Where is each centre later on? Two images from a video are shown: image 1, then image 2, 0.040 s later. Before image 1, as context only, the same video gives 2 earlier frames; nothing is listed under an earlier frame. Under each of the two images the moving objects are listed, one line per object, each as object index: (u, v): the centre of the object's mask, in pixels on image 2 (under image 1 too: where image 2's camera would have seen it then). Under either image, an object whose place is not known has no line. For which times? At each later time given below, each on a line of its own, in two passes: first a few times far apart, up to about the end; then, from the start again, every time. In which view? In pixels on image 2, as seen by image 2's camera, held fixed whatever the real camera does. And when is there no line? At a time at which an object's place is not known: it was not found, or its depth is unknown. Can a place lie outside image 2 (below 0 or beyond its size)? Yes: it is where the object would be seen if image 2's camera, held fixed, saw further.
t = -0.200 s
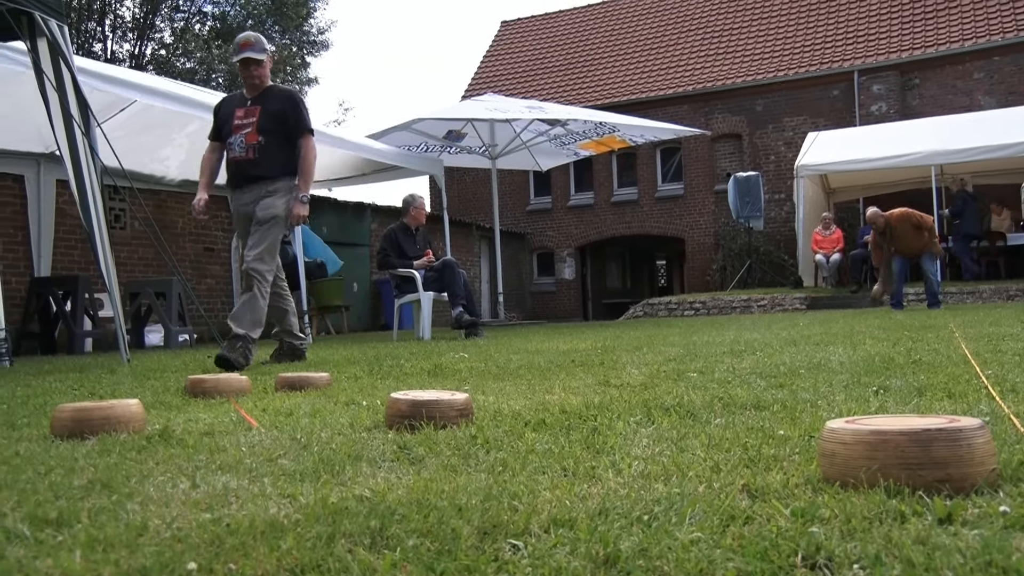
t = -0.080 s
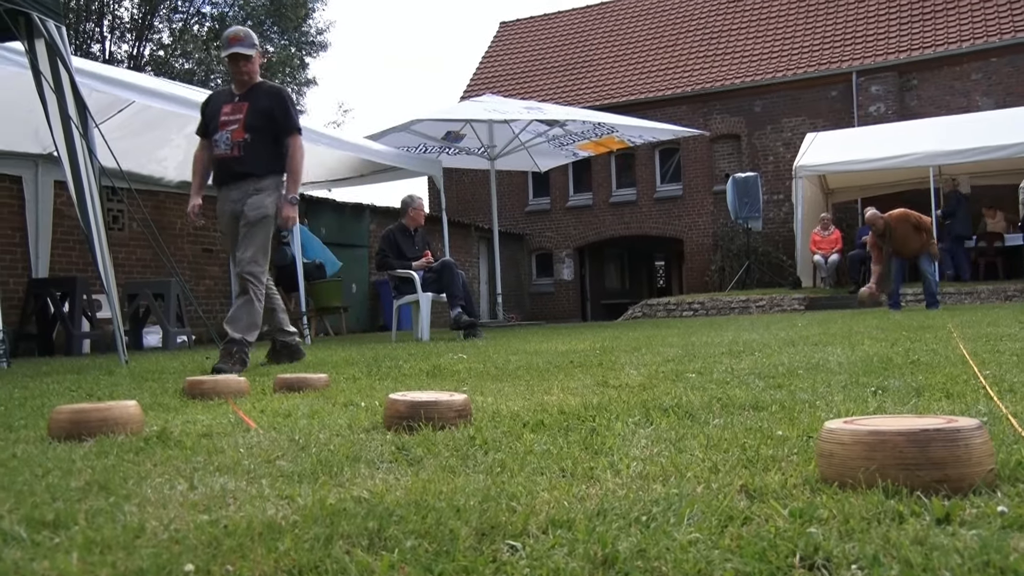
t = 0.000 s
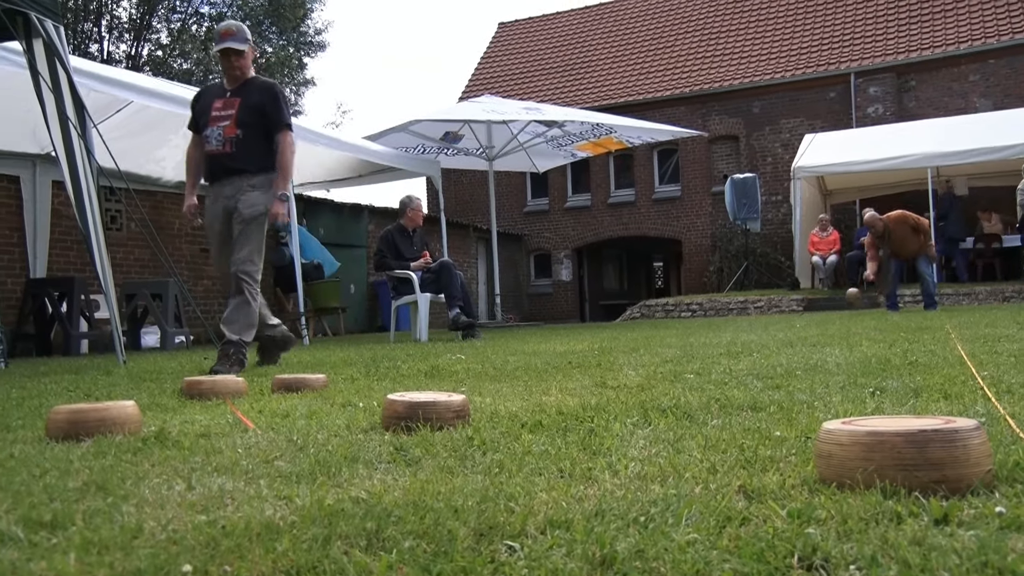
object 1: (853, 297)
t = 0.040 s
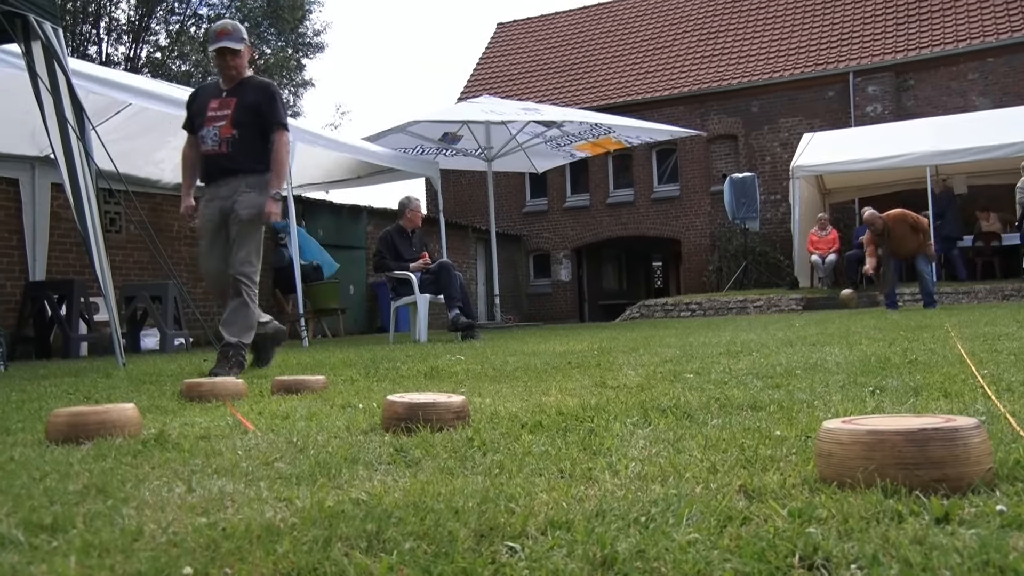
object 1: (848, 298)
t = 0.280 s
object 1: (828, 307)
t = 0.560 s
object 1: (810, 313)
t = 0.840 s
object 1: (785, 315)
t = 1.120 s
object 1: (760, 319)
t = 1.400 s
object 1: (729, 323)
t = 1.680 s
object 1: (696, 330)
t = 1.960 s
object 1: (660, 336)
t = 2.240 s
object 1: (620, 349)
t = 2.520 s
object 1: (577, 356)
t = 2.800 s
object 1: (538, 367)
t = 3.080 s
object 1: (496, 380)
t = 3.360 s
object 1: (511, 390)
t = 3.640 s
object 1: (554, 398)
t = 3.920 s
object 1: (617, 398)
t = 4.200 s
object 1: (675, 398)
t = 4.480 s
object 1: (704, 411)
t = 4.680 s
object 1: (703, 416)
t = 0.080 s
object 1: (843, 302)
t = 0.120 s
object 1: (838, 307)
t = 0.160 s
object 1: (835, 308)
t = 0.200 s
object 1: (833, 306)
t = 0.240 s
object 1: (830, 306)
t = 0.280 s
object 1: (828, 307)
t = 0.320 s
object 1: (825, 308)
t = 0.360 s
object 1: (822, 310)
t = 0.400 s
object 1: (820, 311)
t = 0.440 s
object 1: (818, 311)
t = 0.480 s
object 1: (814, 312)
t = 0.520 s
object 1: (813, 313)
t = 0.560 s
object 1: (810, 313)
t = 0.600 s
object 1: (805, 313)
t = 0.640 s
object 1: (803, 314)
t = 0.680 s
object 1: (801, 314)
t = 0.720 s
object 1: (796, 314)
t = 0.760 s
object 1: (792, 315)
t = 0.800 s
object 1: (789, 315)
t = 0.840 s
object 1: (785, 315)
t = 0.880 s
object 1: (781, 315)
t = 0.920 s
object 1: (779, 316)
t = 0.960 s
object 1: (775, 316)
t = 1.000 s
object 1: (771, 317)
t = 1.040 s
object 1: (768, 318)
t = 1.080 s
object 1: (763, 318)
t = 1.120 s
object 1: (760, 319)
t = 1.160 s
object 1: (756, 317)
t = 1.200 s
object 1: (752, 317)
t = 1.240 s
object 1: (748, 319)
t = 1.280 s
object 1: (744, 321)
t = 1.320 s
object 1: (738, 321)
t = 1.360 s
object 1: (734, 322)
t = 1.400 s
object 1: (729, 323)
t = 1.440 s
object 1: (724, 324)
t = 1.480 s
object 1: (719, 325)
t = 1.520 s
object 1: (715, 326)
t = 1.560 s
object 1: (709, 326)
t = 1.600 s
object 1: (705, 327)
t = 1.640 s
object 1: (701, 329)
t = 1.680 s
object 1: (696, 330)
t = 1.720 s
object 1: (691, 331)
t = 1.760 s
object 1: (686, 330)
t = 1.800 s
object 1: (681, 331)
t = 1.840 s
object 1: (676, 333)
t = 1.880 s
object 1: (672, 335)
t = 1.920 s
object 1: (666, 336)
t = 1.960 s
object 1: (660, 336)
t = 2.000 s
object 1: (656, 338)
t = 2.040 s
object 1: (650, 340)
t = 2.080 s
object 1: (645, 343)
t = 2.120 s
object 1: (639, 346)
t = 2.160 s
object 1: (633, 348)
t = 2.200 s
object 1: (627, 348)
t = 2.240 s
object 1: (620, 349)
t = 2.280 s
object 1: (614, 351)
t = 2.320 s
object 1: (608, 352)
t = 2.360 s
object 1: (601, 351)
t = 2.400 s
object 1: (595, 352)
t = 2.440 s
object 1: (589, 355)
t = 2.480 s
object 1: (583, 355)
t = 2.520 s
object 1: (577, 356)
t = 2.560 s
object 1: (571, 357)
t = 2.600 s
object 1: (567, 358)
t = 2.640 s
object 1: (561, 362)
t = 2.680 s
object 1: (555, 364)
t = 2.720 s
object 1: (550, 365)
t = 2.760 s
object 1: (544, 367)
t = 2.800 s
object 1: (538, 367)
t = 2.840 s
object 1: (533, 368)
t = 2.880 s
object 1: (526, 370)
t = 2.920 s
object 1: (520, 371)
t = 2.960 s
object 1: (514, 372)
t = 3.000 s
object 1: (508, 375)
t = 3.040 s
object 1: (503, 376)
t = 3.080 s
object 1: (496, 380)
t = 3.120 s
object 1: (491, 382)
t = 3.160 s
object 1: (488, 382)
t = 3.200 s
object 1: (492, 382)
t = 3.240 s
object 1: (499, 384)
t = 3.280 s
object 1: (504, 387)
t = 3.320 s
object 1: (506, 388)
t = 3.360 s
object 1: (511, 390)
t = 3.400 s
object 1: (515, 392)
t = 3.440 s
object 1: (521, 392)
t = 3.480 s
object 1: (526, 394)
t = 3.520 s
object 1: (532, 396)
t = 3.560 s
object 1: (539, 397)
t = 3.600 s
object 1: (546, 397)
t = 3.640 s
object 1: (554, 398)
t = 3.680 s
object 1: (563, 397)
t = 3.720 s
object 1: (571, 397)
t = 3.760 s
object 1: (580, 396)
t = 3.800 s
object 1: (589, 396)
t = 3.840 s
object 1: (598, 397)
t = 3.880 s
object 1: (607, 398)
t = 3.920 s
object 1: (617, 398)
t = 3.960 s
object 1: (627, 398)
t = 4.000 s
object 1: (636, 399)
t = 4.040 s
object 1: (644, 398)
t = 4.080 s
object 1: (653, 397)
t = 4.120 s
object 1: (660, 398)
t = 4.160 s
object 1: (668, 398)
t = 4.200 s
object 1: (675, 398)
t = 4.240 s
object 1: (682, 398)
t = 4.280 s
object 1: (689, 399)
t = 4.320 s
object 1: (694, 402)
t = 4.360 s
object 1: (700, 405)
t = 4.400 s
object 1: (703, 412)
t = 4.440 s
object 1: (704, 415)
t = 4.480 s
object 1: (704, 411)
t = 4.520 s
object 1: (703, 411)
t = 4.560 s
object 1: (703, 412)
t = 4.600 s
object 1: (703, 415)
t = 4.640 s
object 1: (703, 416)
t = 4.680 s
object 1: (703, 416)
